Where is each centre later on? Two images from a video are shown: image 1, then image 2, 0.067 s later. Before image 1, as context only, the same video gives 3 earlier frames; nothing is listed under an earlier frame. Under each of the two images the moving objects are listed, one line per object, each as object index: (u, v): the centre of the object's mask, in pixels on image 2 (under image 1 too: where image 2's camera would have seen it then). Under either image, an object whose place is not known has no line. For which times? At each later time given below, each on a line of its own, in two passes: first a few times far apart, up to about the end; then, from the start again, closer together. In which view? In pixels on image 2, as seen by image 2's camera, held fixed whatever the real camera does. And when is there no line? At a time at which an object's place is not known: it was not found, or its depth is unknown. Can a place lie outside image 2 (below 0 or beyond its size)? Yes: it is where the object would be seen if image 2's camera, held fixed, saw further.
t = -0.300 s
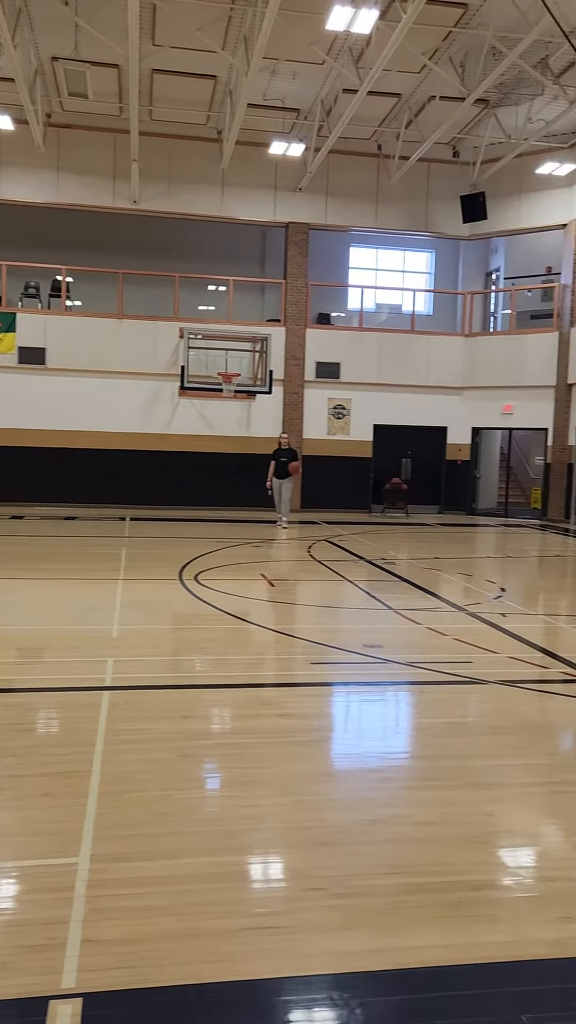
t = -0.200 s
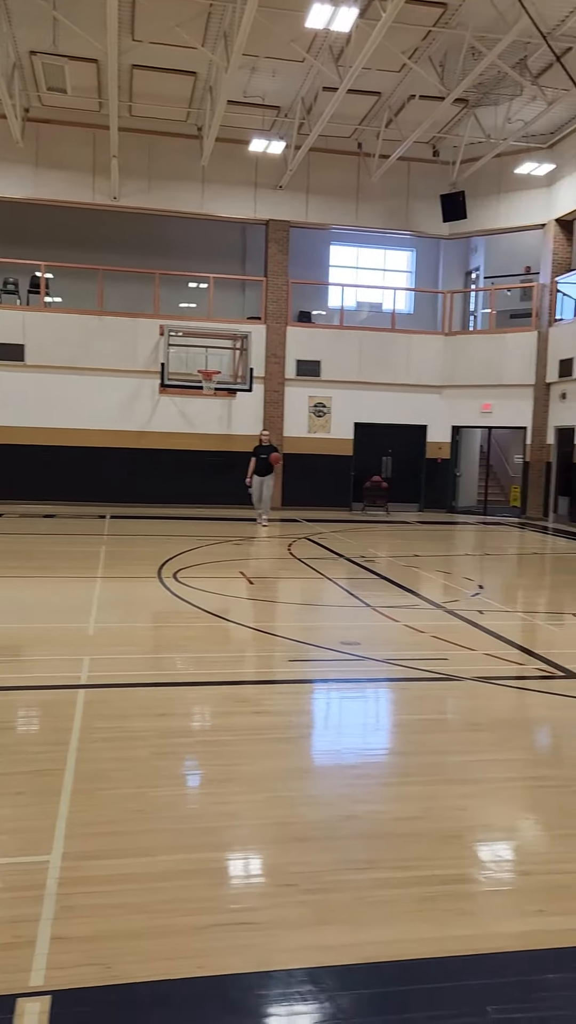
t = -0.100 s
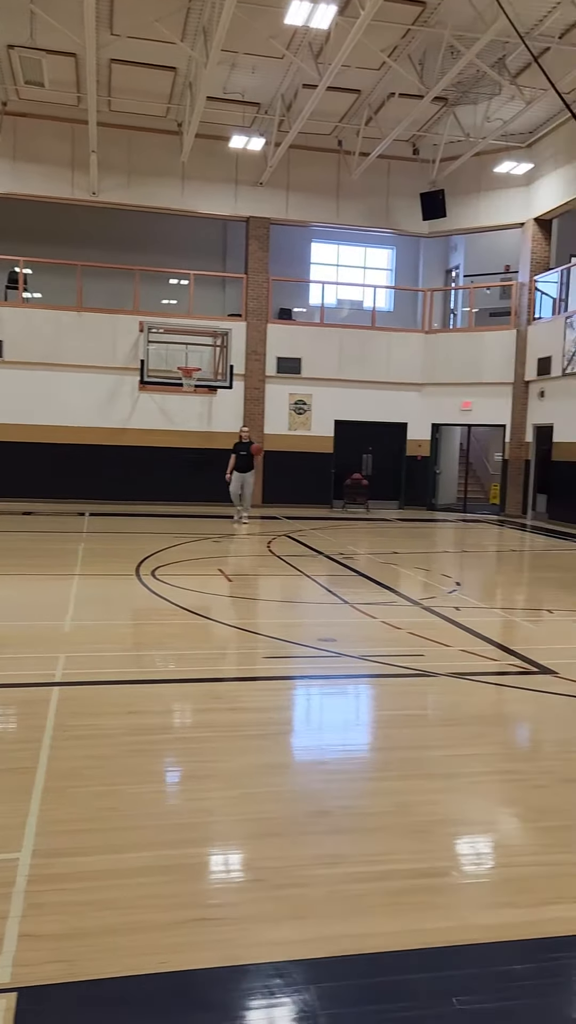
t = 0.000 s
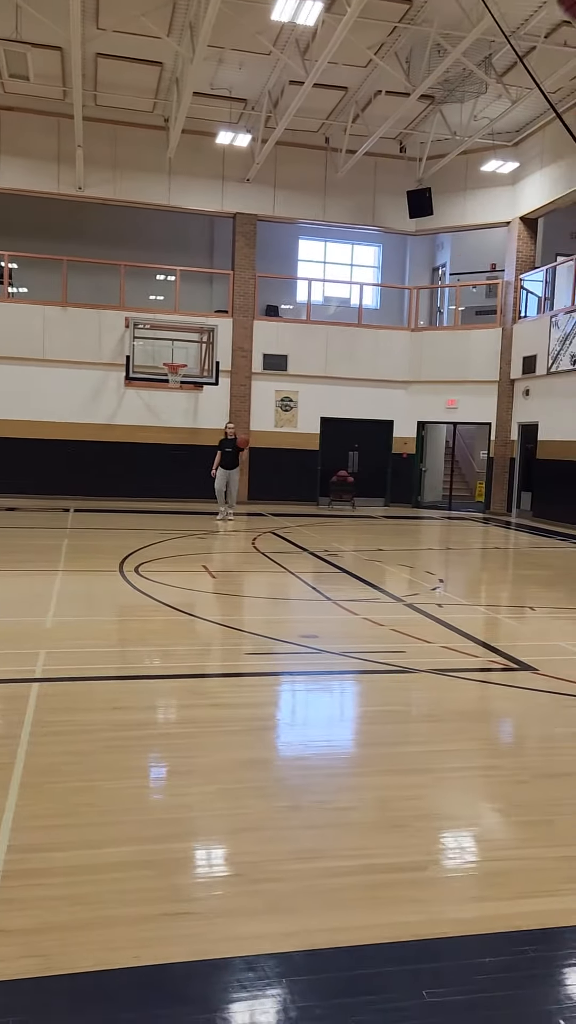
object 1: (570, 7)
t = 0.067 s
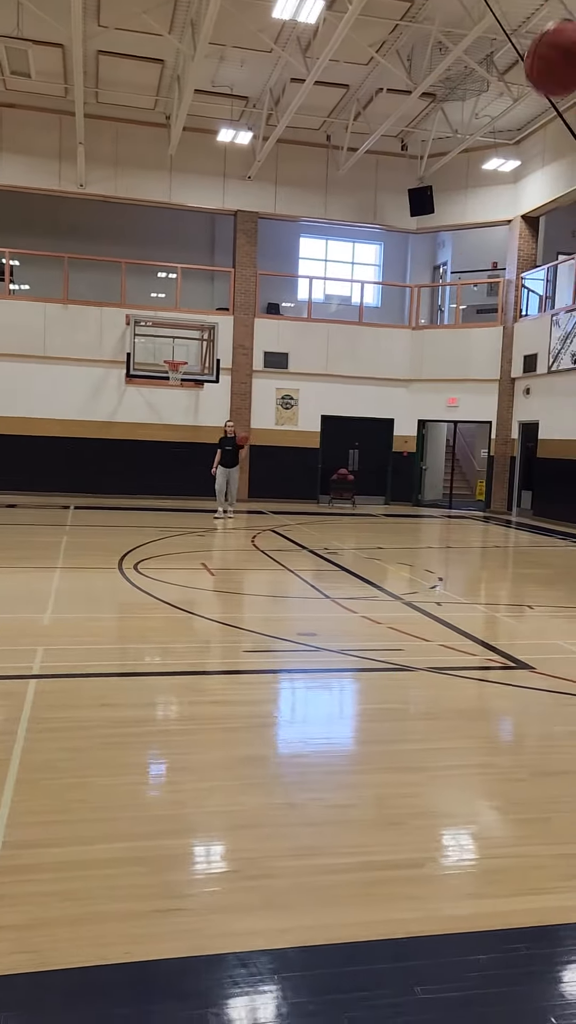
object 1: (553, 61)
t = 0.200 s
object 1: (495, 232)
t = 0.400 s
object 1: (412, 513)
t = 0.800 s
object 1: (329, 483)
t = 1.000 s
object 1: (300, 376)
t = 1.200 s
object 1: (272, 350)
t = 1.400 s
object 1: (243, 392)
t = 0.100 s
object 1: (542, 101)
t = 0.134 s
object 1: (527, 143)
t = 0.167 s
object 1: (511, 187)
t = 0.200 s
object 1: (495, 232)
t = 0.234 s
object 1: (480, 277)
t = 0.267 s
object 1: (465, 323)
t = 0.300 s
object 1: (451, 369)
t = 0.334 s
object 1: (438, 417)
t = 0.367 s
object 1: (422, 465)
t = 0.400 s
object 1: (412, 513)
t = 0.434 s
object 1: (402, 562)
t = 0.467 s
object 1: (392, 612)
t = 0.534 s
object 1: (372, 713)
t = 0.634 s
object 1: (356, 644)
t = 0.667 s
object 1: (352, 606)
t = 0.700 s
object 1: (346, 571)
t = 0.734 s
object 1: (341, 539)
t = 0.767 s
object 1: (336, 509)
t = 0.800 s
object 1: (329, 483)
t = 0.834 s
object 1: (326, 460)
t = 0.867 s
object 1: (320, 438)
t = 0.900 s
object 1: (316, 419)
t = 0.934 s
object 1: (310, 402)
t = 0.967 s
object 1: (305, 388)
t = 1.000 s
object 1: (300, 376)
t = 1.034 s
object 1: (295, 367)
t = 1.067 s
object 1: (289, 359)
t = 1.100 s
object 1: (285, 354)
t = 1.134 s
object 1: (280, 351)
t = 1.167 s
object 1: (276, 350)
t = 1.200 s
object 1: (272, 350)
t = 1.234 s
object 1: (268, 353)
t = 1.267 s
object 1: (263, 357)
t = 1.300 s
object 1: (258, 363)
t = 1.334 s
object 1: (252, 370)
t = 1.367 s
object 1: (248, 380)
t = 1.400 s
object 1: (243, 392)
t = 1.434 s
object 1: (238, 405)
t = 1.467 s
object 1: (234, 420)
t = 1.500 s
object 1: (231, 436)
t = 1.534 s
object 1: (226, 454)
